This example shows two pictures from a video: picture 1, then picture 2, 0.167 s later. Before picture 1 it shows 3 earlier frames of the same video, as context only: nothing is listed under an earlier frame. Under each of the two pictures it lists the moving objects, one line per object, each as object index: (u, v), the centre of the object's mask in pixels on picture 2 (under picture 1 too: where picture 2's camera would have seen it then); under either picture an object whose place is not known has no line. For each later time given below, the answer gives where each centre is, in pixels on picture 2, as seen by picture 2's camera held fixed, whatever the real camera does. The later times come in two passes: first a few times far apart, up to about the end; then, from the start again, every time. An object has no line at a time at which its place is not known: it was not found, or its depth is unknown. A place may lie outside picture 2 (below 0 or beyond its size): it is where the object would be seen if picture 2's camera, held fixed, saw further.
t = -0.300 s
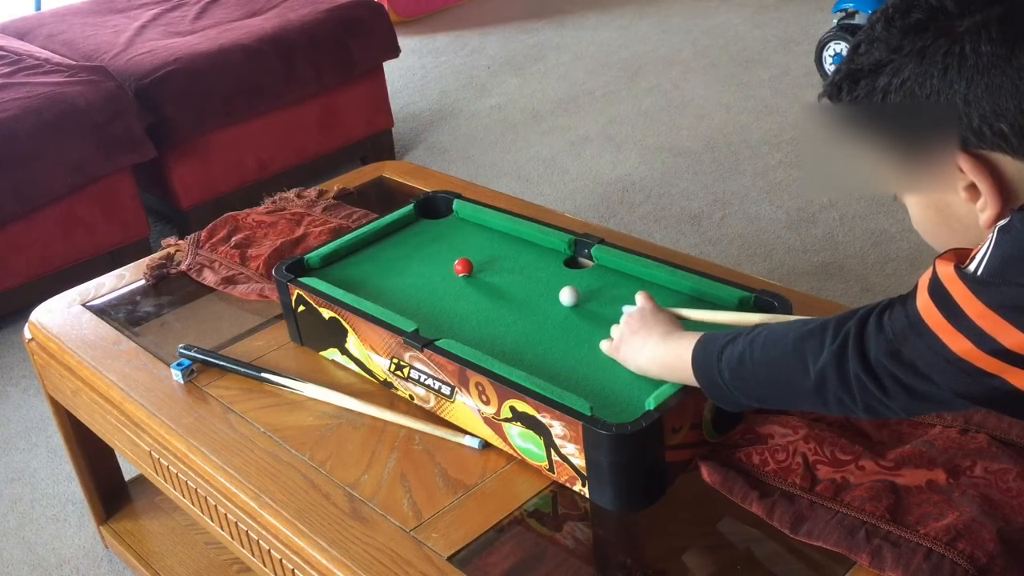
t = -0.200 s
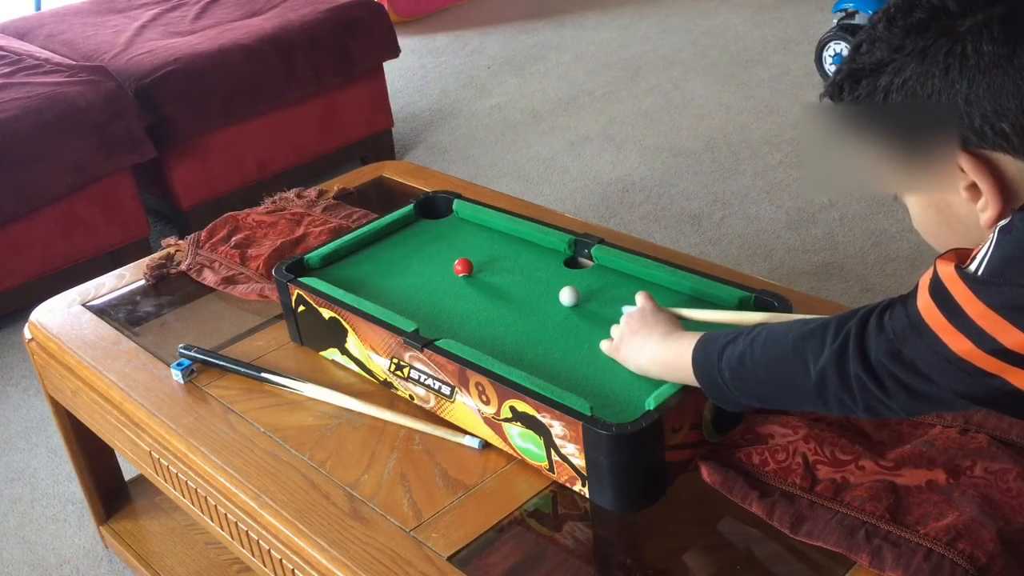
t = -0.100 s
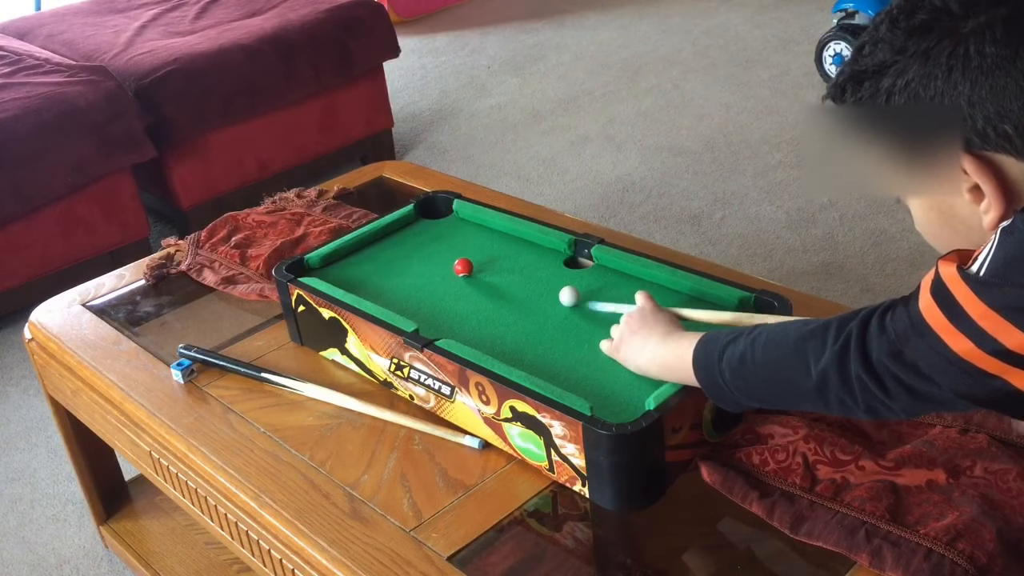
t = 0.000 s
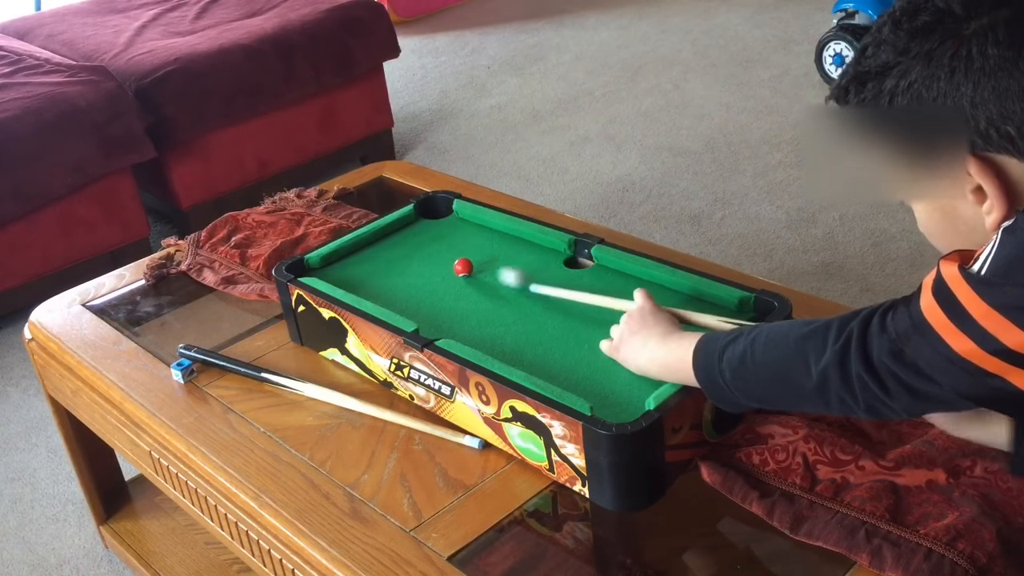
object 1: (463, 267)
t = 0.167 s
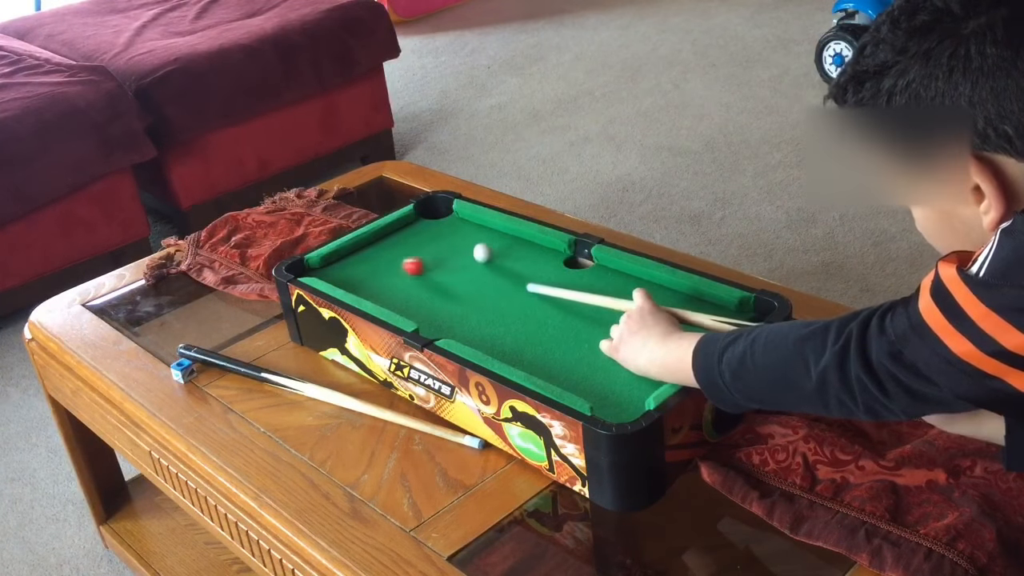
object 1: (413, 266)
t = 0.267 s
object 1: (377, 265)
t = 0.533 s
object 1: (319, 272)
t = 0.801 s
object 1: (317, 272)
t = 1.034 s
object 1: (316, 271)
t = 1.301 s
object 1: (315, 270)
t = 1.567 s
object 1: (315, 270)
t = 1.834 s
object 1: (315, 271)
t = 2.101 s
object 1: (315, 270)
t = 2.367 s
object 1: (315, 270)
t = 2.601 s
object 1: (315, 270)
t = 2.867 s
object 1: (315, 270)
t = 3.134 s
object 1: (315, 270)
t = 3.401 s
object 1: (315, 270)
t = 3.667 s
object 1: (315, 270)
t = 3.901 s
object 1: (315, 271)
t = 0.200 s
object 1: (400, 265)
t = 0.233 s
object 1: (389, 265)
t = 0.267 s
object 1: (377, 265)
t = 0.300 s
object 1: (365, 265)
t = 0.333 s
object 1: (354, 265)
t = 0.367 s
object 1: (342, 265)
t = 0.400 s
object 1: (332, 264)
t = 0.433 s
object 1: (325, 265)
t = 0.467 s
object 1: (323, 268)
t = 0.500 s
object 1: (321, 270)
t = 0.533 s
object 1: (319, 272)
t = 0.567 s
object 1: (317, 273)
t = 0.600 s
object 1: (316, 274)
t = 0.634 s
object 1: (317, 273)
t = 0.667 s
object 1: (317, 273)
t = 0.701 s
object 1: (317, 273)
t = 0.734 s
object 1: (317, 272)
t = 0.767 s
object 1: (317, 272)
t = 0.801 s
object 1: (317, 272)
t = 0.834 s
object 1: (317, 271)
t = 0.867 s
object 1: (317, 271)
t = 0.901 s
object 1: (316, 271)
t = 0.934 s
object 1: (316, 271)
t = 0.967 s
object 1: (316, 271)
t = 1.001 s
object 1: (316, 271)
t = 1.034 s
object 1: (316, 271)
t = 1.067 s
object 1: (315, 271)
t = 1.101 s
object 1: (315, 270)
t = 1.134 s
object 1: (315, 270)
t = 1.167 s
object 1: (315, 271)
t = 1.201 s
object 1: (315, 271)
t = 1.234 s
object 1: (315, 270)
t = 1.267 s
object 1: (315, 270)
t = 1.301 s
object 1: (315, 270)
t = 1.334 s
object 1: (315, 270)
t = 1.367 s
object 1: (315, 270)
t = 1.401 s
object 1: (315, 270)
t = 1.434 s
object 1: (315, 270)
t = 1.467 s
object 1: (315, 271)
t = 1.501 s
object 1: (315, 271)
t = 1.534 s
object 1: (315, 271)
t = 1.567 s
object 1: (315, 270)
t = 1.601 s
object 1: (315, 270)
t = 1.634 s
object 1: (315, 270)
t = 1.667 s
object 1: (315, 270)
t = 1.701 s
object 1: (315, 270)
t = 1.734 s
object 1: (315, 270)
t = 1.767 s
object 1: (315, 270)
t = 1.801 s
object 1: (315, 270)
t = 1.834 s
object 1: (315, 271)
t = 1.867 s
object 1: (315, 271)
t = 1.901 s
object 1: (315, 270)
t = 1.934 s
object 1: (315, 270)
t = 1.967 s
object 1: (315, 271)
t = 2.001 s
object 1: (315, 270)
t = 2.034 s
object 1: (315, 270)
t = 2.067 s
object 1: (315, 270)
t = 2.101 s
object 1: (315, 270)
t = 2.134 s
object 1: (315, 270)
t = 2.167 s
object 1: (315, 270)
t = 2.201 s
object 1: (315, 270)
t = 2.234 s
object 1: (315, 270)
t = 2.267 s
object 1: (315, 271)
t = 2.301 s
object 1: (315, 270)
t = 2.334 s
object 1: (315, 270)
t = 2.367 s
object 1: (315, 270)
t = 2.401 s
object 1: (315, 270)
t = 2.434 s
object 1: (315, 270)
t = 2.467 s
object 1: (315, 270)
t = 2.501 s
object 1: (315, 270)
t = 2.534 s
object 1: (315, 271)
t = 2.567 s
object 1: (315, 270)
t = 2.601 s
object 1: (315, 270)
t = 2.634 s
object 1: (315, 270)
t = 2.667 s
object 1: (315, 271)
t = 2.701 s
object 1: (315, 270)
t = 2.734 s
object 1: (315, 270)
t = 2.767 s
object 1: (315, 271)
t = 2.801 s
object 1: (315, 270)
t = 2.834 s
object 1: (315, 270)
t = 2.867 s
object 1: (315, 270)
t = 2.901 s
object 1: (315, 270)
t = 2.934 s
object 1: (315, 271)
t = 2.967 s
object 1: (315, 270)
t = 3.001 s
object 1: (315, 270)
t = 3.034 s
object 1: (315, 270)
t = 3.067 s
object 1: (315, 270)
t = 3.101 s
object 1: (315, 270)
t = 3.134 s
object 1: (315, 270)
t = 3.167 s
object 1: (315, 270)
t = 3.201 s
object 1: (315, 270)
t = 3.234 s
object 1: (315, 270)
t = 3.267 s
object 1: (315, 270)
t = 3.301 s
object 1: (315, 270)
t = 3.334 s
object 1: (315, 270)
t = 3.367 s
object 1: (315, 270)
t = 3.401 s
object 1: (315, 270)
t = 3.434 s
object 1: (315, 270)
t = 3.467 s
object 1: (315, 270)
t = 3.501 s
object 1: (315, 270)
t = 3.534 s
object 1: (315, 270)
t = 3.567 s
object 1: (315, 270)
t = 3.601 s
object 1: (315, 270)
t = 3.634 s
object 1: (315, 270)
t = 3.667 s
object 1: (315, 270)
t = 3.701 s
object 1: (315, 270)
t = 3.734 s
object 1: (315, 271)
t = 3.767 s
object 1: (315, 270)
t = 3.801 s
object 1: (315, 271)
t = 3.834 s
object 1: (315, 271)
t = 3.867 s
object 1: (315, 271)
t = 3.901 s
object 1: (315, 271)
